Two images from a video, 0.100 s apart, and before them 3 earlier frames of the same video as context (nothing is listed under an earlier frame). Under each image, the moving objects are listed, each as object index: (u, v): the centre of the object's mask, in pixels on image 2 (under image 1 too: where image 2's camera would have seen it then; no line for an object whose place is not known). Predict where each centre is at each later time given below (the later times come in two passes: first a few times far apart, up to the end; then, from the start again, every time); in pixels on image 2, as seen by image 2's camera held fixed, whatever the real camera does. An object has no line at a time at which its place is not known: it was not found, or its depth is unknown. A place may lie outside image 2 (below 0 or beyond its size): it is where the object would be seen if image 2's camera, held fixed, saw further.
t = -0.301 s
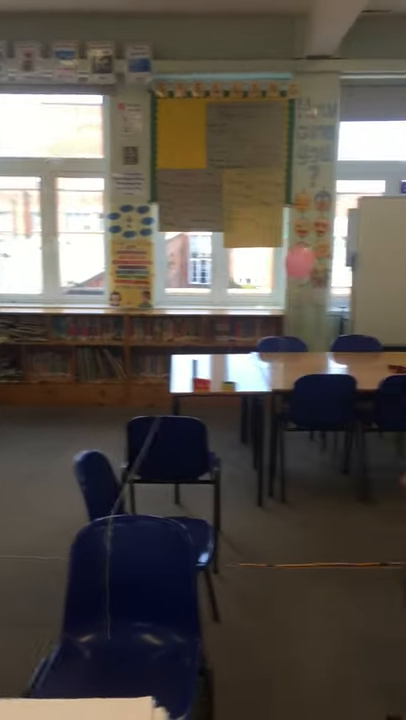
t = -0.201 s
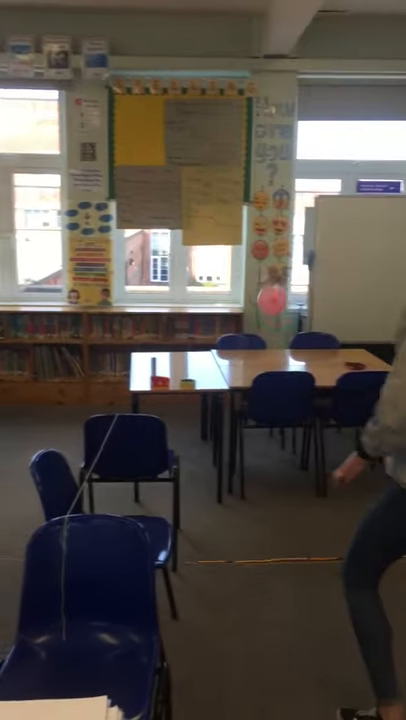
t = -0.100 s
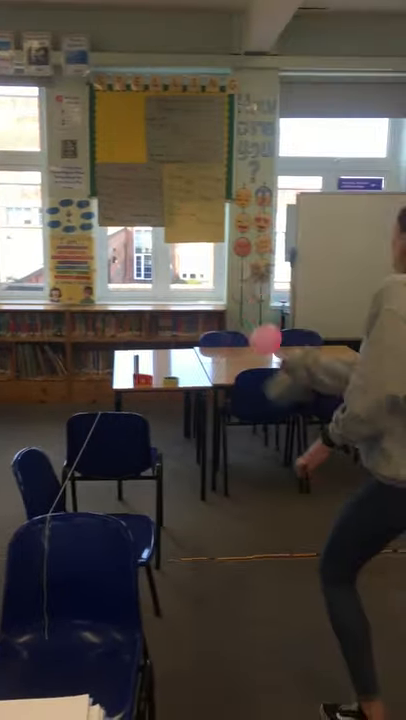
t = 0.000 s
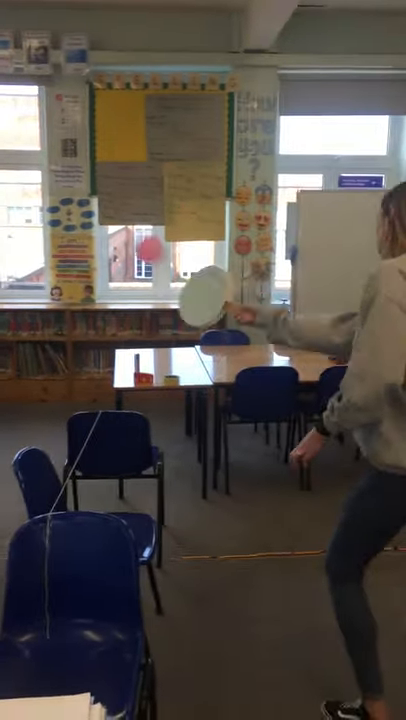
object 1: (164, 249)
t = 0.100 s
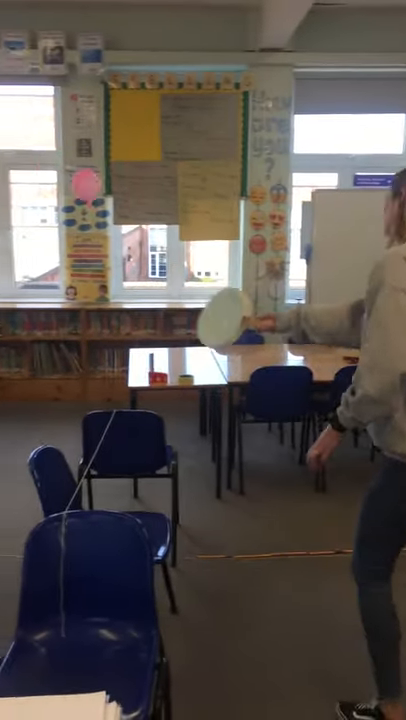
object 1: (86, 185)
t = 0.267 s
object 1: (35, 165)
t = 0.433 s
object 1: (8, 187)
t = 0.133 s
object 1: (73, 177)
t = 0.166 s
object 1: (61, 170)
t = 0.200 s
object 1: (52, 168)
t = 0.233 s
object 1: (44, 166)
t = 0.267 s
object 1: (35, 165)
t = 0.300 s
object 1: (27, 165)
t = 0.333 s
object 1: (21, 169)
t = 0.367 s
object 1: (16, 174)
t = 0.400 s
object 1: (13, 180)
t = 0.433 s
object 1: (8, 187)
